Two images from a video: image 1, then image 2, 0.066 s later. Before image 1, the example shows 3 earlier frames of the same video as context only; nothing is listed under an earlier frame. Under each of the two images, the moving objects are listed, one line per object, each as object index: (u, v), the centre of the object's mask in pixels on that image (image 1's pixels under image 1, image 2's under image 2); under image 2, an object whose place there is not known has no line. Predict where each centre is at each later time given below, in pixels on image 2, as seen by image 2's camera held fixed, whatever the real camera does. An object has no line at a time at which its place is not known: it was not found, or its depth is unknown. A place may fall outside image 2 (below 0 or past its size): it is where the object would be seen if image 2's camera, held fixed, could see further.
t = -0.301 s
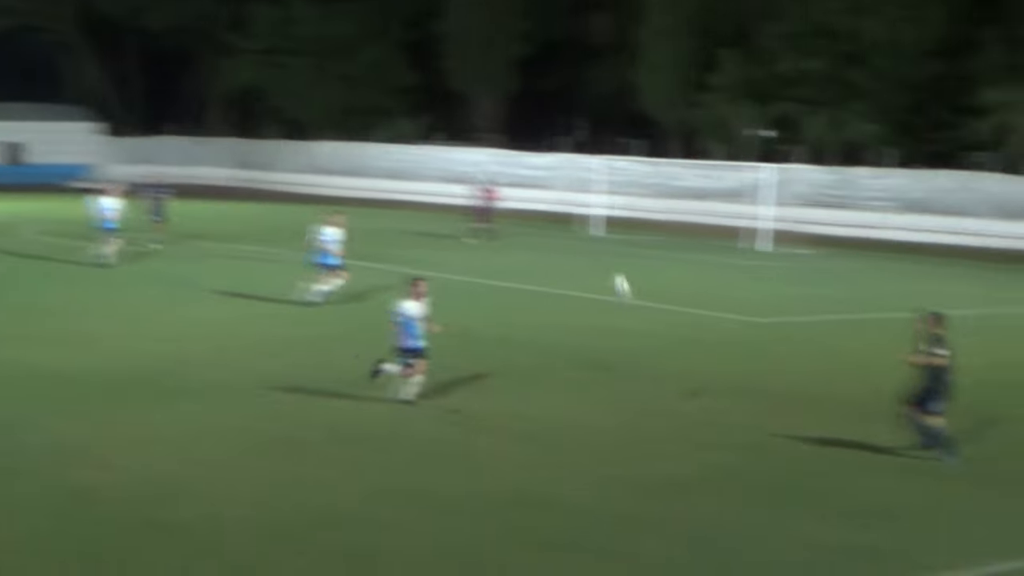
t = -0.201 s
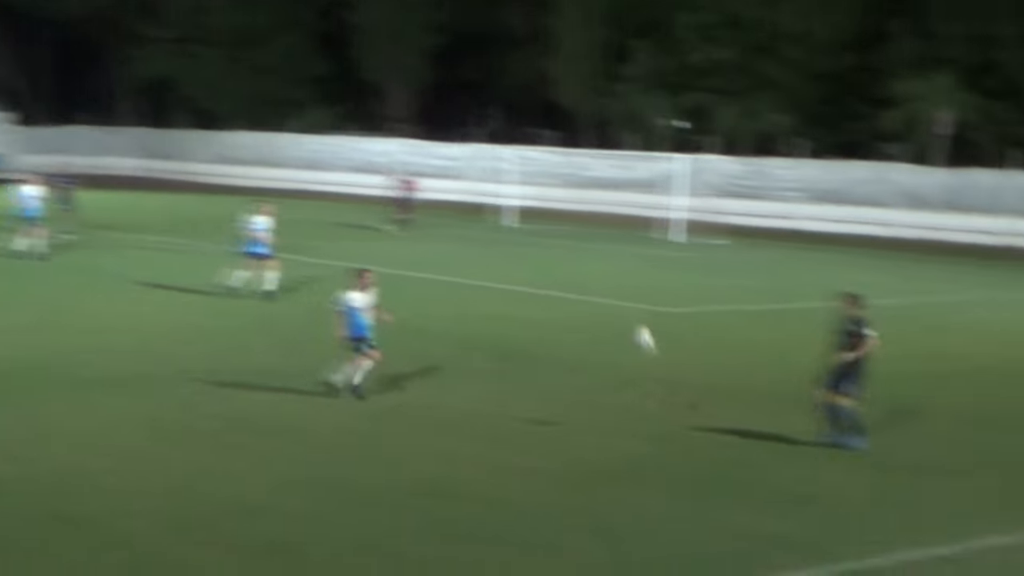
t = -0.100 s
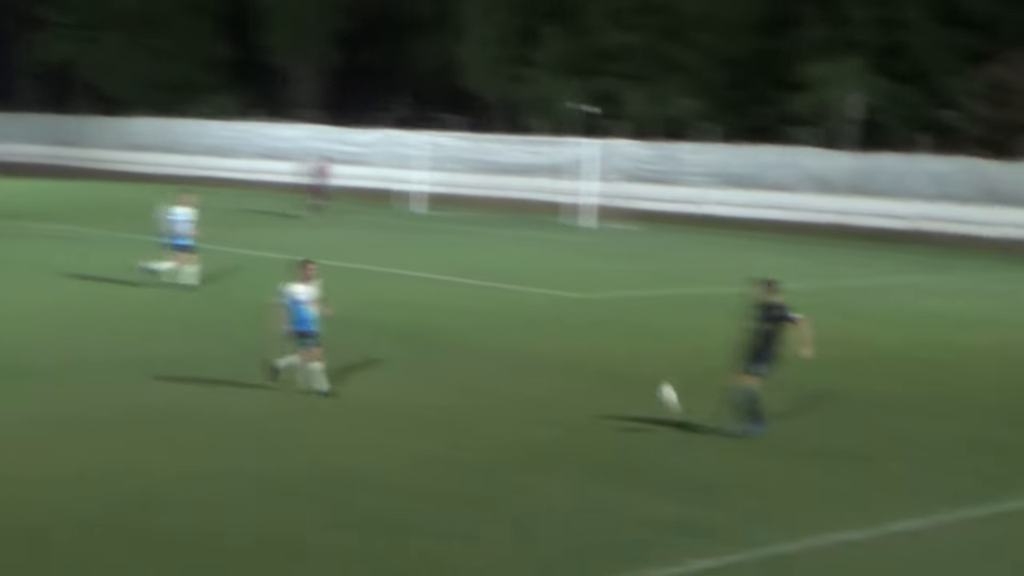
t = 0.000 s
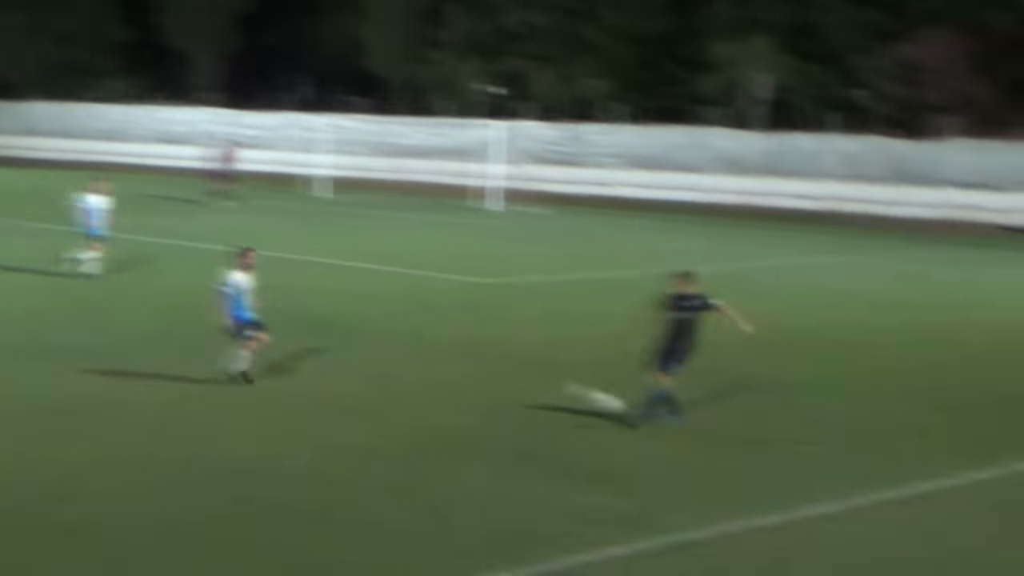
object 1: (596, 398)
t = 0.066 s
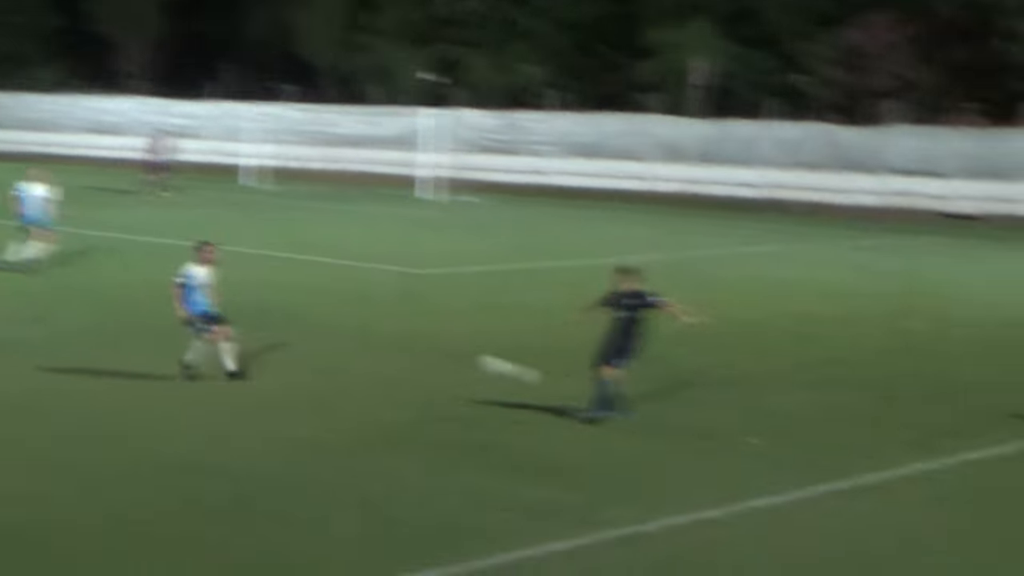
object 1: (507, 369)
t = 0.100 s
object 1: (481, 358)
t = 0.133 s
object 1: (468, 351)
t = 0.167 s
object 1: (450, 343)
